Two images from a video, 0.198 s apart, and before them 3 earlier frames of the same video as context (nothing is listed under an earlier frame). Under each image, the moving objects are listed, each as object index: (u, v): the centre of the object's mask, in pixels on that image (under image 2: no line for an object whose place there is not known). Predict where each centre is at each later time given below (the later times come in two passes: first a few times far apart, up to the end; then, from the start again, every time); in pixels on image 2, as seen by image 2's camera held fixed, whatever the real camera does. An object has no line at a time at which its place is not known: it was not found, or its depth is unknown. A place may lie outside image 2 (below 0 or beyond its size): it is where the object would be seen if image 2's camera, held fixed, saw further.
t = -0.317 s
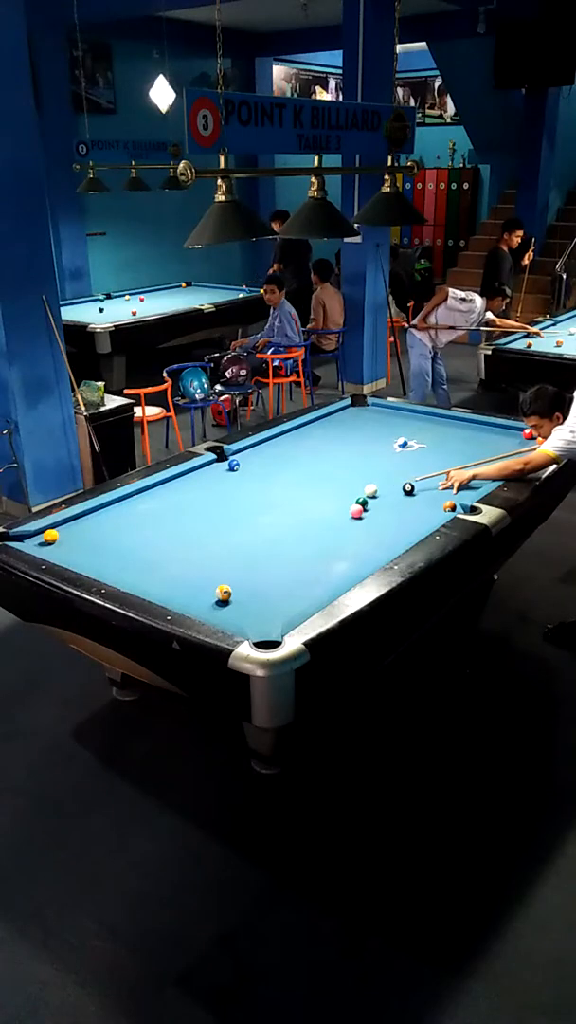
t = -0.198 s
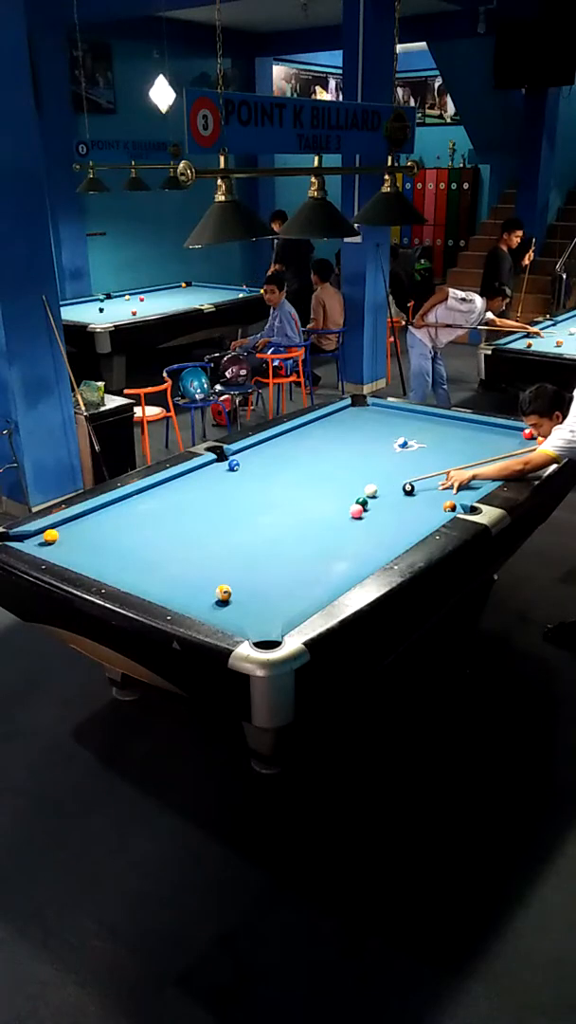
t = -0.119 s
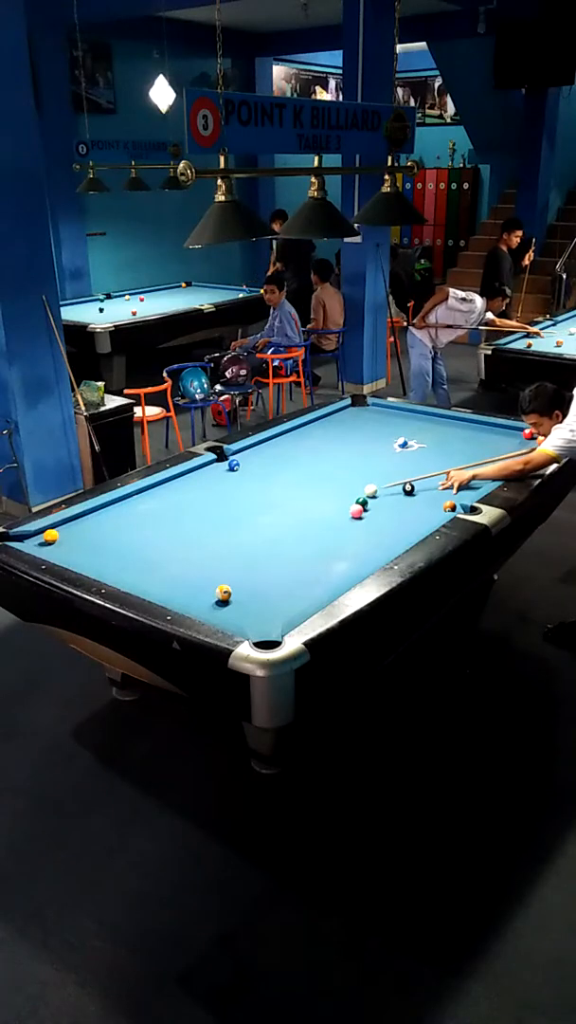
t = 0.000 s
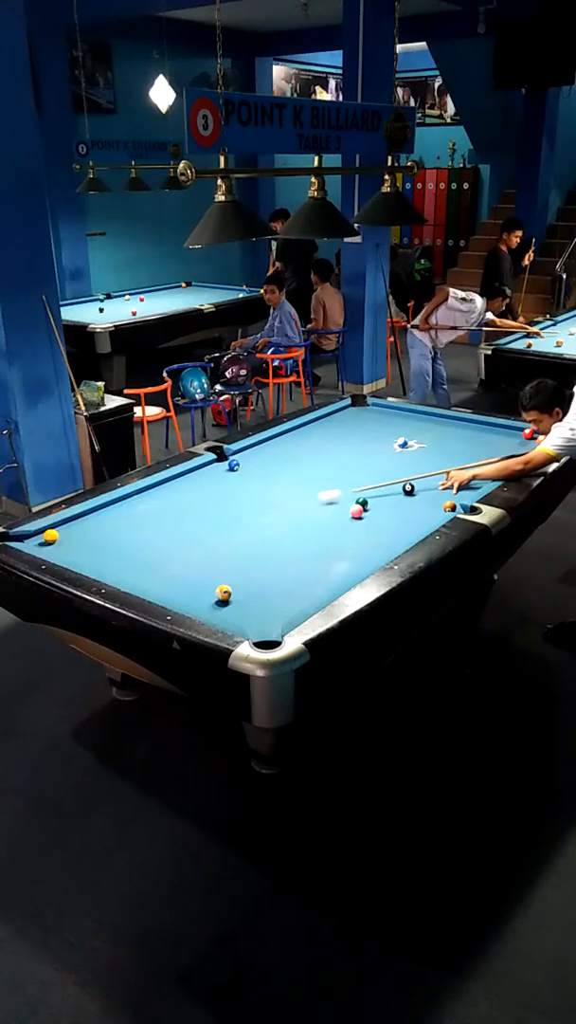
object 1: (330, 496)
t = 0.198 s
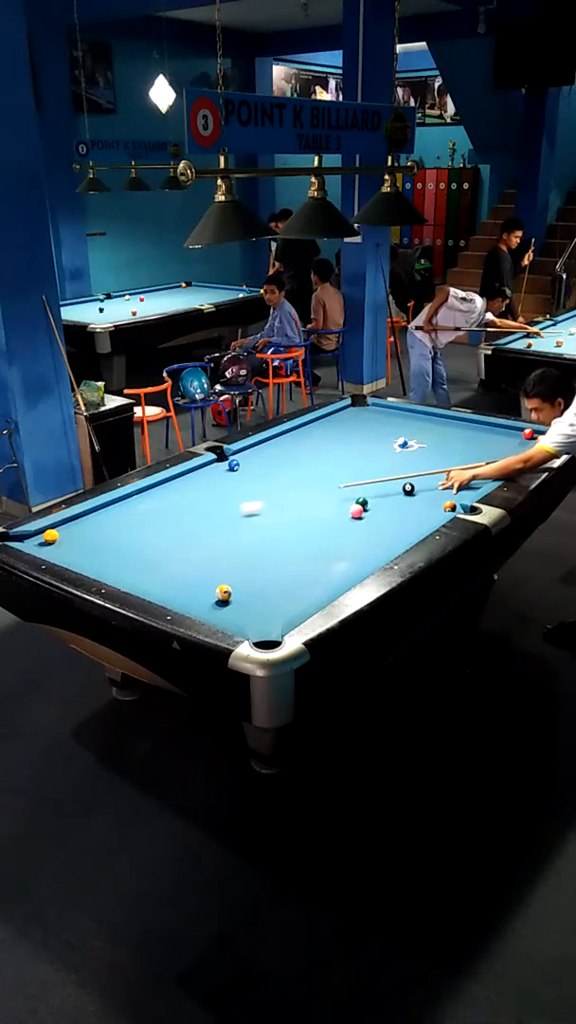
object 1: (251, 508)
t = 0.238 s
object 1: (236, 510)
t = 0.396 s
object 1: (171, 521)
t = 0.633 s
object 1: (69, 536)
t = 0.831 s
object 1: (46, 545)
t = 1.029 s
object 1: (64, 540)
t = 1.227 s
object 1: (84, 534)
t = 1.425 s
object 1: (101, 527)
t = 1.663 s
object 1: (121, 520)
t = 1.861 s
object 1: (136, 515)
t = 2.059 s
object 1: (151, 510)
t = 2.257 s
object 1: (164, 506)
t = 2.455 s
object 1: (176, 501)
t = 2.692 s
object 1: (189, 497)
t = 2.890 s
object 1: (200, 493)
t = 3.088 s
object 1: (209, 490)
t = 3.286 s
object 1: (218, 487)
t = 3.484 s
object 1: (226, 484)
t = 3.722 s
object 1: (235, 481)
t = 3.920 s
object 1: (241, 479)
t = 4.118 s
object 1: (247, 476)
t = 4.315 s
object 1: (252, 474)
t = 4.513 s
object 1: (257, 473)
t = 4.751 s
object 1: (262, 471)
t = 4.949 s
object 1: (265, 470)
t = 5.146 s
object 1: (268, 468)
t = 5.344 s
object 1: (270, 468)
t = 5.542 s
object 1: (272, 467)
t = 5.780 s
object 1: (273, 466)
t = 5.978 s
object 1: (273, 465)
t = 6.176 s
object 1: (273, 465)
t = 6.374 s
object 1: (273, 465)
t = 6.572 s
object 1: (273, 465)
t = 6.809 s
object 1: (273, 465)
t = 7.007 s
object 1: (273, 465)
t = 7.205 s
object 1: (273, 465)
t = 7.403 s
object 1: (273, 465)
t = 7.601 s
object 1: (273, 465)
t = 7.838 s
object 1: (273, 465)
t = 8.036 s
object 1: (273, 465)
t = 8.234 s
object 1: (273, 465)
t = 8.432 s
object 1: (273, 465)
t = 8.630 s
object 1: (273, 465)
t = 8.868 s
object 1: (273, 465)
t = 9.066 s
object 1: (273, 465)
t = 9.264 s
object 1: (273, 465)
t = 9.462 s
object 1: (273, 465)
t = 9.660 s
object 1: (273, 465)
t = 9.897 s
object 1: (273, 465)
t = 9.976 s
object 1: (273, 465)
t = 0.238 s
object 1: (236, 510)
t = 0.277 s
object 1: (220, 513)
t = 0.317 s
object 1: (204, 516)
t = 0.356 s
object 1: (187, 518)
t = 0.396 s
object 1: (171, 521)
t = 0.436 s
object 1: (154, 523)
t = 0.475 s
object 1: (137, 526)
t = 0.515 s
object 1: (119, 528)
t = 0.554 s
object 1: (102, 531)
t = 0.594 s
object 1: (84, 533)
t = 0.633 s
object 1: (69, 536)
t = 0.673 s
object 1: (63, 538)
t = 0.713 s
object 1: (59, 540)
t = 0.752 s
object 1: (55, 543)
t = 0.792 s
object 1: (50, 544)
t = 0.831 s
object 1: (46, 545)
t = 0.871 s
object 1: (49, 545)
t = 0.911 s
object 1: (53, 544)
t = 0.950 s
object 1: (57, 543)
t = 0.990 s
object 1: (60, 541)
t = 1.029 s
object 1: (64, 540)
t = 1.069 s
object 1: (68, 539)
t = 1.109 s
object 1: (72, 538)
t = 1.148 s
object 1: (76, 536)
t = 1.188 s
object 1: (80, 535)
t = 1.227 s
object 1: (84, 534)
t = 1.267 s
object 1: (87, 532)
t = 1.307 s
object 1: (91, 531)
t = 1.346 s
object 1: (94, 530)
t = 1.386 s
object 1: (98, 529)
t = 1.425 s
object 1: (101, 527)
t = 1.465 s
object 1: (105, 526)
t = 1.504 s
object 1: (108, 525)
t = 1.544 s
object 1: (111, 524)
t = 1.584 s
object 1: (115, 523)
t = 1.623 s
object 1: (118, 522)
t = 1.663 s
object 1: (121, 520)
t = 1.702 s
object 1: (124, 519)
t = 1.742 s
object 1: (127, 518)
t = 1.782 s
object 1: (130, 517)
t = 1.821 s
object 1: (133, 516)
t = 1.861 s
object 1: (136, 515)
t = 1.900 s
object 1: (139, 514)
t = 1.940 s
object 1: (142, 513)
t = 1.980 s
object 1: (145, 512)
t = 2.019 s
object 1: (148, 511)
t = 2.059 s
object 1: (151, 510)
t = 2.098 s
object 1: (153, 509)
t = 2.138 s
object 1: (156, 508)
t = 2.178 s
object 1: (159, 507)
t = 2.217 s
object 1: (161, 506)
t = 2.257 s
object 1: (164, 506)
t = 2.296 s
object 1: (166, 505)
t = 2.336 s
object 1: (169, 504)
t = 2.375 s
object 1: (171, 503)
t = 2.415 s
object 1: (174, 502)
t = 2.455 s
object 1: (176, 501)
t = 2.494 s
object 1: (178, 501)
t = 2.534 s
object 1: (180, 500)
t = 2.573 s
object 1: (183, 499)
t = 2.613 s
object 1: (185, 498)
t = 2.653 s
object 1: (187, 497)
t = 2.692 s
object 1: (189, 497)
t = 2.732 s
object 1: (192, 496)
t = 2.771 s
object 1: (194, 495)
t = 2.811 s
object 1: (196, 494)
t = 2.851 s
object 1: (198, 494)
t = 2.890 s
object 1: (200, 493)
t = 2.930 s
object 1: (202, 492)
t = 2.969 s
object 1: (204, 492)
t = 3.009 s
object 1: (205, 491)
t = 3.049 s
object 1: (207, 490)
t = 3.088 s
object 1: (209, 490)
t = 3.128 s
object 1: (211, 489)
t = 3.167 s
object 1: (213, 488)
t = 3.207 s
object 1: (215, 488)
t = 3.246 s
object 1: (216, 487)
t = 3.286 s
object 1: (218, 487)
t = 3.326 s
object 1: (220, 486)
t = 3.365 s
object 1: (221, 486)
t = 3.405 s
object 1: (223, 485)
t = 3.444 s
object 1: (224, 485)
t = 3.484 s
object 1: (226, 484)
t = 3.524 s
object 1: (228, 483)
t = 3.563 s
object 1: (229, 483)
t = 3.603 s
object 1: (231, 482)
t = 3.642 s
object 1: (232, 482)
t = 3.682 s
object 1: (233, 481)
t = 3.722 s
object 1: (235, 481)
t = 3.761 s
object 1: (236, 480)
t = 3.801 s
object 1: (237, 480)
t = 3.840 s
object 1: (239, 480)
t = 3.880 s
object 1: (240, 479)
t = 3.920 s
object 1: (241, 479)
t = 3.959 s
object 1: (243, 478)
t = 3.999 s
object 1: (244, 478)
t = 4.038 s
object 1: (245, 477)
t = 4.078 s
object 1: (246, 477)
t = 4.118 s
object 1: (247, 476)
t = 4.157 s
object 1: (248, 476)
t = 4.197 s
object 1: (249, 476)
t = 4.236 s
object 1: (250, 475)
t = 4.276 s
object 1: (251, 475)
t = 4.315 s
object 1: (252, 474)
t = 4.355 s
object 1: (253, 474)
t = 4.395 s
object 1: (254, 474)
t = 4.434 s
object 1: (255, 473)
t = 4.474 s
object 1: (256, 473)
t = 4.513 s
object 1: (257, 473)
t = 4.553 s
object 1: (258, 472)
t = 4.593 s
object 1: (259, 472)
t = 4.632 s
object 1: (259, 472)
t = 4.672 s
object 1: (260, 472)
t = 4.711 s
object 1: (261, 471)
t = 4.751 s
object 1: (262, 471)
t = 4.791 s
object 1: (262, 471)
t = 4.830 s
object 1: (263, 470)
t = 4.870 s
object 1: (264, 470)
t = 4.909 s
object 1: (264, 470)
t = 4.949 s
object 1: (265, 470)
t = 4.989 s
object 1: (266, 470)
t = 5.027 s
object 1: (267, 469)
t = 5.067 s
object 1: (267, 469)
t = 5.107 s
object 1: (267, 469)
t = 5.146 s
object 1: (268, 468)
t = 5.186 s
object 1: (268, 468)
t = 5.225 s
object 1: (269, 468)
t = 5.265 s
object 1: (269, 468)
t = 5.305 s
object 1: (270, 468)
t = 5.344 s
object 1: (270, 468)
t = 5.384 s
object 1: (270, 467)
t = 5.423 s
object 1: (271, 467)
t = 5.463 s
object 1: (271, 467)
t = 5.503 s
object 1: (271, 467)
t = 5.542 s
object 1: (272, 467)
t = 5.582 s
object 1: (272, 467)
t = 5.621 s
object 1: (272, 467)
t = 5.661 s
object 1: (272, 466)
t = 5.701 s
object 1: (272, 466)
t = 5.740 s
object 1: (273, 466)
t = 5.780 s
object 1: (273, 466)
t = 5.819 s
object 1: (273, 466)
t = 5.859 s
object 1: (273, 466)
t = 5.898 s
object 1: (273, 466)
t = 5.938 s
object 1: (273, 466)
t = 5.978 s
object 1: (273, 465)
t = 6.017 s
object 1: (273, 465)
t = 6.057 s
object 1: (273, 465)
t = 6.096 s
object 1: (273, 465)
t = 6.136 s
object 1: (273, 465)
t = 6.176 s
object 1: (273, 465)
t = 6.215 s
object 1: (273, 465)
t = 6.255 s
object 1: (273, 465)
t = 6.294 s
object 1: (273, 465)
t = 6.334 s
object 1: (273, 465)
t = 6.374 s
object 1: (273, 465)
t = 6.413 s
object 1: (273, 465)
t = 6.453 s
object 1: (273, 465)
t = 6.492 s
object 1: (273, 465)
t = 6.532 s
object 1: (273, 465)
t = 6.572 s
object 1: (273, 465)
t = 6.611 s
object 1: (273, 465)
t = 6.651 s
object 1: (273, 465)
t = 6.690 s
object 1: (273, 465)
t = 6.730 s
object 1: (273, 465)
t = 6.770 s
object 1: (273, 465)
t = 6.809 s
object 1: (273, 465)
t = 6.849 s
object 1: (273, 465)
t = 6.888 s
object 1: (273, 465)
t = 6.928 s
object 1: (273, 465)
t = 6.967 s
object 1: (273, 465)
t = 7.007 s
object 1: (273, 465)
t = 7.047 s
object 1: (273, 465)
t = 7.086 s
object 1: (273, 465)
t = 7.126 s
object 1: (273, 465)
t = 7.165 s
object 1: (273, 465)
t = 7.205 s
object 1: (273, 465)
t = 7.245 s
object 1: (273, 465)
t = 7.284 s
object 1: (273, 465)
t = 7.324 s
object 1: (273, 465)
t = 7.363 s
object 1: (273, 465)
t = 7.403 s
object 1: (273, 465)
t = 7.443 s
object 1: (273, 465)
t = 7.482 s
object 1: (273, 465)
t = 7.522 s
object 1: (273, 465)
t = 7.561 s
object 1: (273, 465)
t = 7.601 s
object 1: (273, 465)
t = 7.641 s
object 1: (273, 465)
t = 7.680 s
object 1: (273, 465)
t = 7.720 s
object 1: (273, 465)
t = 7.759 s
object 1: (273, 465)
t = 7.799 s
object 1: (273, 465)
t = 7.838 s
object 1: (273, 465)
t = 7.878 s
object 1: (273, 465)
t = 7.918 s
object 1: (273, 465)
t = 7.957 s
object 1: (273, 465)
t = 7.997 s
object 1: (273, 465)
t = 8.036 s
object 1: (273, 465)
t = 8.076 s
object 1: (273, 465)
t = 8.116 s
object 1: (273, 465)
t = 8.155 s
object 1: (273, 465)
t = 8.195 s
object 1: (273, 465)
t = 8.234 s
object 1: (273, 465)
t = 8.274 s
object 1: (273, 465)
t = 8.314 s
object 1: (273, 465)
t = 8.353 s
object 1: (273, 465)
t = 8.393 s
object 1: (273, 465)
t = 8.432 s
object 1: (273, 465)
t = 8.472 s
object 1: (273, 465)
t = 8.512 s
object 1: (273, 465)
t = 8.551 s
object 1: (273, 465)
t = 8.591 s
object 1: (273, 465)
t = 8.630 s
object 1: (273, 465)
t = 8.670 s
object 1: (273, 465)
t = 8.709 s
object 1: (273, 465)
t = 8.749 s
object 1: (273, 465)
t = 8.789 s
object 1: (273, 465)
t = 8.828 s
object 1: (273, 465)
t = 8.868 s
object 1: (273, 465)
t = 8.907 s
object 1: (273, 465)
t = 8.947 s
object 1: (273, 465)
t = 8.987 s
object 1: (273, 465)
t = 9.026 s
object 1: (273, 465)
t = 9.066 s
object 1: (273, 465)
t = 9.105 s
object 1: (273, 465)
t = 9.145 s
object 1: (273, 465)
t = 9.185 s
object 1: (273, 465)
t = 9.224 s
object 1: (273, 465)
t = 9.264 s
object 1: (273, 465)
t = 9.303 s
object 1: (273, 465)
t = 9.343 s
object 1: (273, 465)
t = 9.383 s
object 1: (273, 465)
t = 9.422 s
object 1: (273, 465)
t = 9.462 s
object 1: (273, 465)
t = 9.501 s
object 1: (273, 465)
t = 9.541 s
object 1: (273, 465)
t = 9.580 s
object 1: (273, 465)
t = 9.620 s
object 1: (273, 465)
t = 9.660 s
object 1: (273, 465)
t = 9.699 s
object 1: (273, 465)
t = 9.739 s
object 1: (273, 465)
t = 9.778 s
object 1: (273, 465)
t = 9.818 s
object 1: (273, 465)
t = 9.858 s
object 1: (273, 465)
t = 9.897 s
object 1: (273, 465)
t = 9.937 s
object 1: (273, 465)
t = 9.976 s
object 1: (273, 465)
